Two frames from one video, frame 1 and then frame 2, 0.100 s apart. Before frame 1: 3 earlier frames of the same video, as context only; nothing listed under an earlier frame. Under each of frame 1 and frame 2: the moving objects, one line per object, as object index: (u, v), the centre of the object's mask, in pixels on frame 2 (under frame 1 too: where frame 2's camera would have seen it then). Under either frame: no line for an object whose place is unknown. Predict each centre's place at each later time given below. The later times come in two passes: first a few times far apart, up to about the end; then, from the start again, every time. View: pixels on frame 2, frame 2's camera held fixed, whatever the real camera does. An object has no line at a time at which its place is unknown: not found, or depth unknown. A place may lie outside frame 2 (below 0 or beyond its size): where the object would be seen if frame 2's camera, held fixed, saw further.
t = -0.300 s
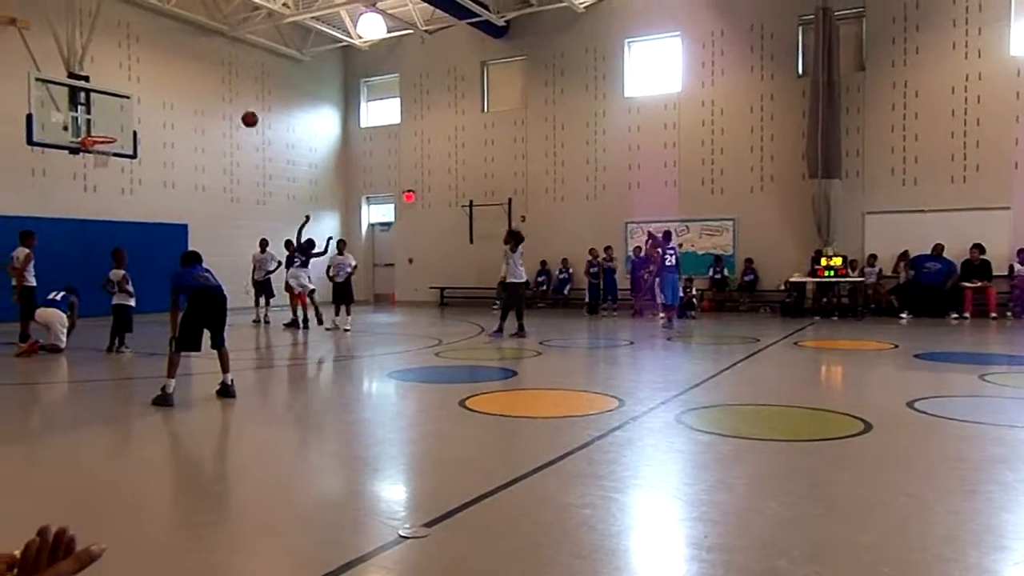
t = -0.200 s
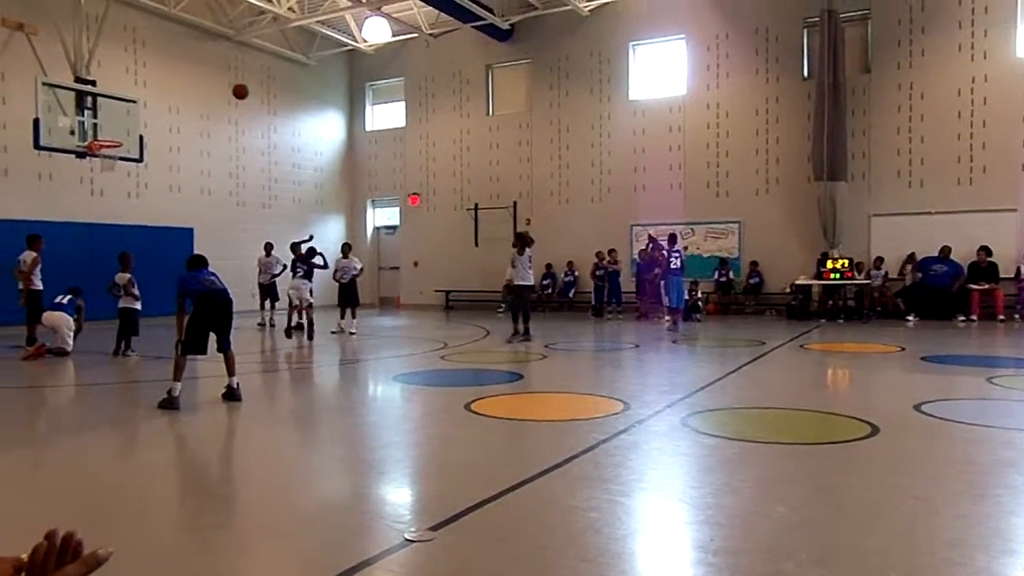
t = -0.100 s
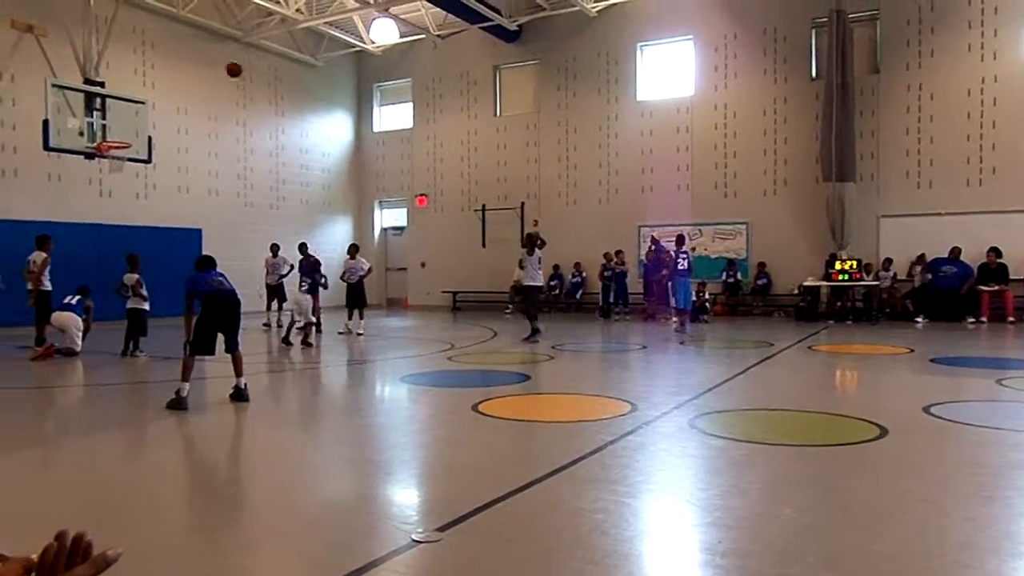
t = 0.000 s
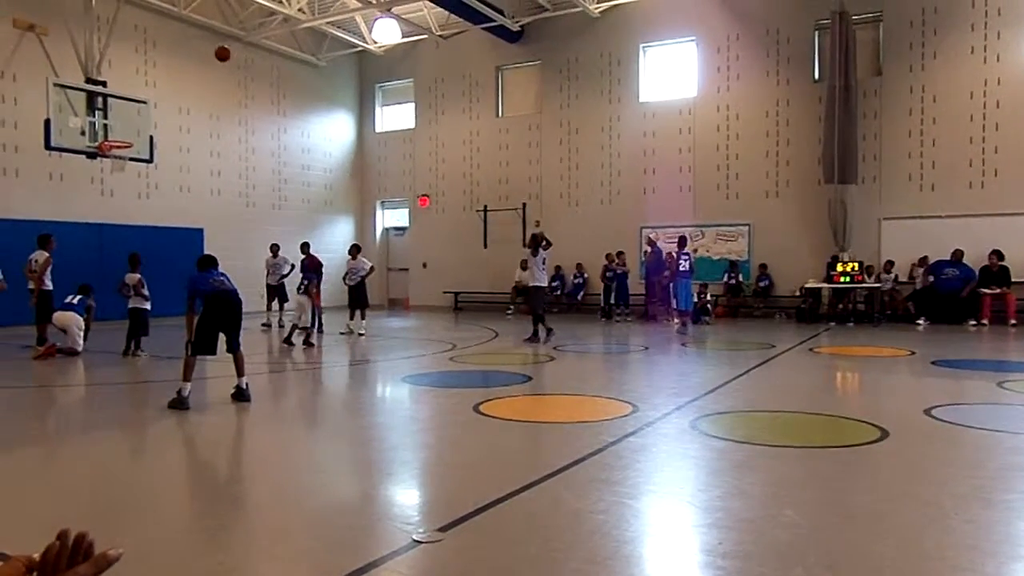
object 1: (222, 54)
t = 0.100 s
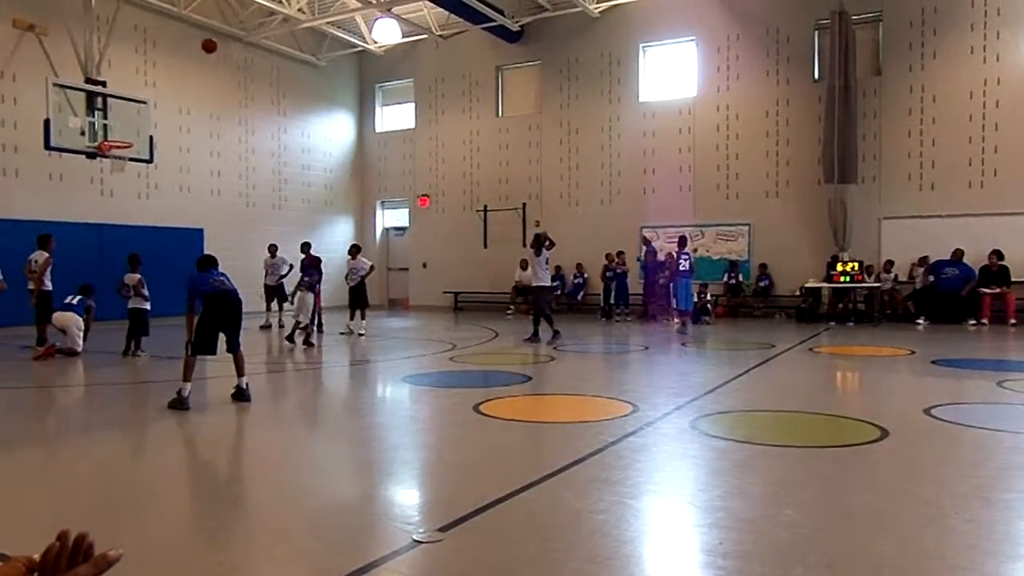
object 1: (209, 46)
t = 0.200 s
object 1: (197, 44)
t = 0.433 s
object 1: (170, 66)
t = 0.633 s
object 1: (150, 109)
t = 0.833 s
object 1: (132, 172)
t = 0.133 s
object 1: (205, 44)
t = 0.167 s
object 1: (201, 44)
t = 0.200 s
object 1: (197, 44)
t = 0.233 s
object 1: (193, 45)
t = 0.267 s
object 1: (189, 47)
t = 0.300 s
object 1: (185, 50)
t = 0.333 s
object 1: (181, 53)
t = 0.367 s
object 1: (177, 56)
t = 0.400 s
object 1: (173, 60)
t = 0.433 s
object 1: (170, 66)
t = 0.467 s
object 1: (167, 71)
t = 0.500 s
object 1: (163, 78)
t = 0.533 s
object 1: (160, 84)
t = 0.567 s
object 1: (156, 92)
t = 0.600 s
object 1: (153, 100)
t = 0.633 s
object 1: (150, 109)
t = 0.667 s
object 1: (147, 118)
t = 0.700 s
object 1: (144, 127)
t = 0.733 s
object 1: (141, 137)
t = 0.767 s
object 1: (138, 148)
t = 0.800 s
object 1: (135, 160)
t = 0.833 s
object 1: (132, 172)
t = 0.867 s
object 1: (129, 184)
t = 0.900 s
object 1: (127, 196)
